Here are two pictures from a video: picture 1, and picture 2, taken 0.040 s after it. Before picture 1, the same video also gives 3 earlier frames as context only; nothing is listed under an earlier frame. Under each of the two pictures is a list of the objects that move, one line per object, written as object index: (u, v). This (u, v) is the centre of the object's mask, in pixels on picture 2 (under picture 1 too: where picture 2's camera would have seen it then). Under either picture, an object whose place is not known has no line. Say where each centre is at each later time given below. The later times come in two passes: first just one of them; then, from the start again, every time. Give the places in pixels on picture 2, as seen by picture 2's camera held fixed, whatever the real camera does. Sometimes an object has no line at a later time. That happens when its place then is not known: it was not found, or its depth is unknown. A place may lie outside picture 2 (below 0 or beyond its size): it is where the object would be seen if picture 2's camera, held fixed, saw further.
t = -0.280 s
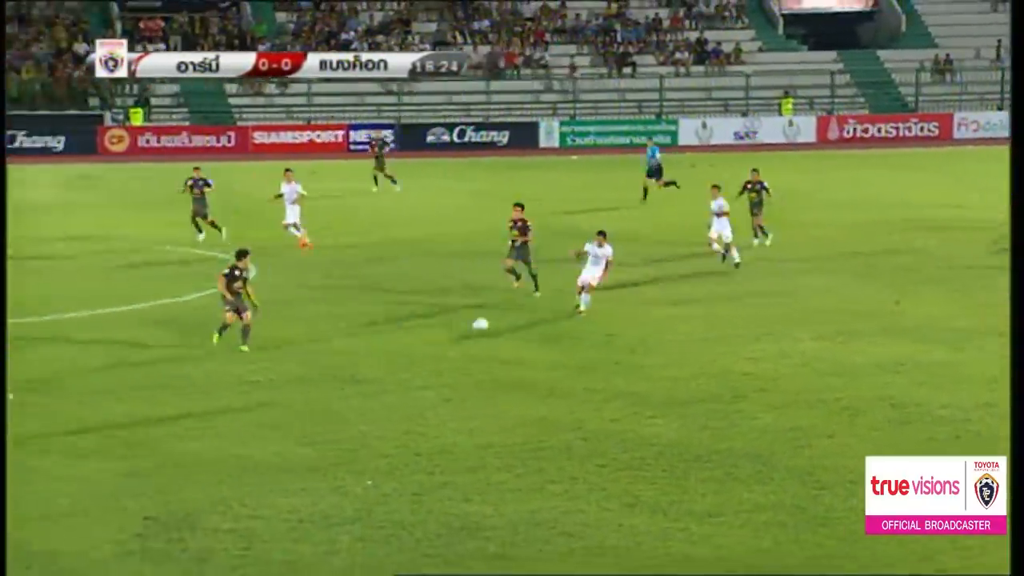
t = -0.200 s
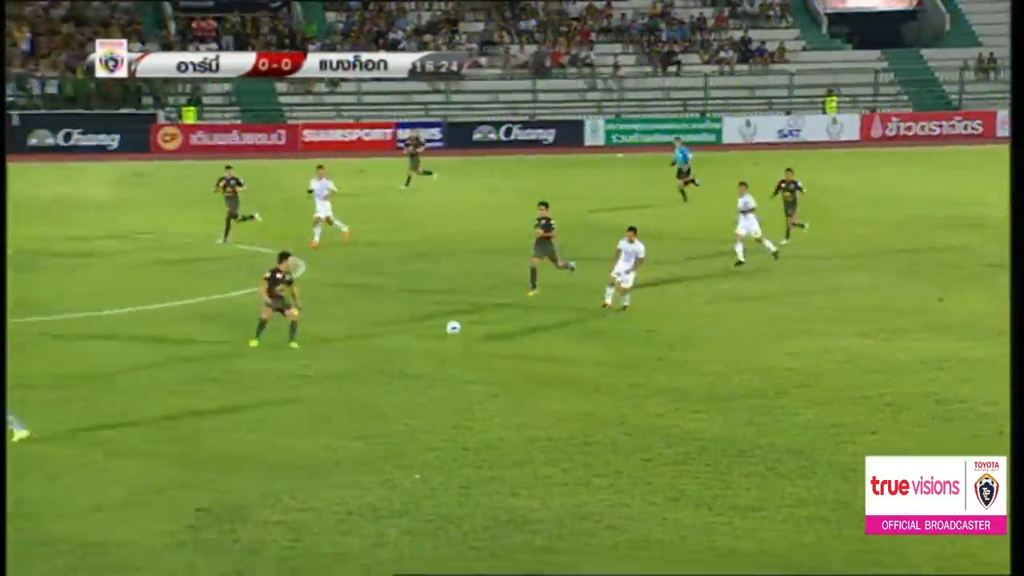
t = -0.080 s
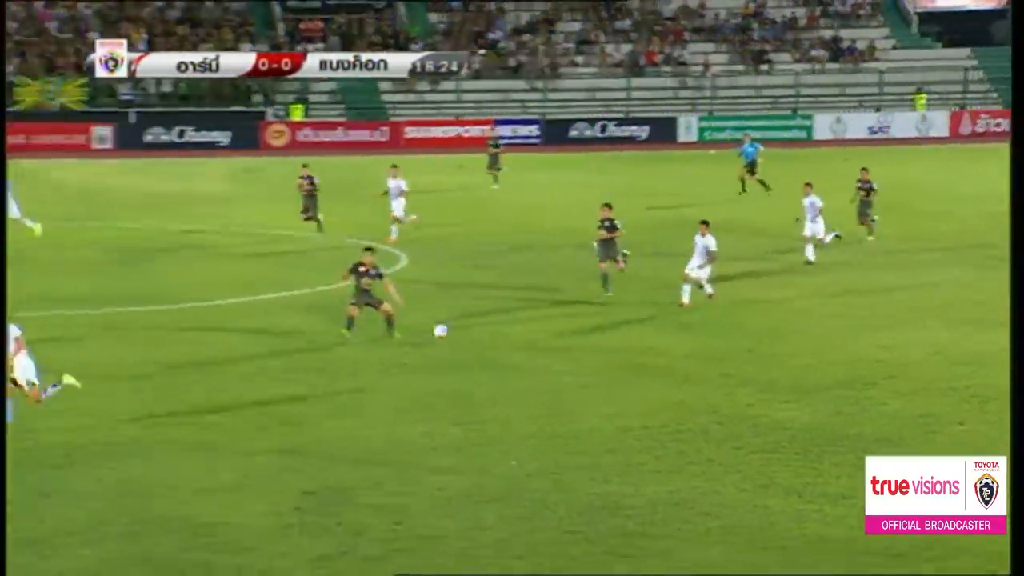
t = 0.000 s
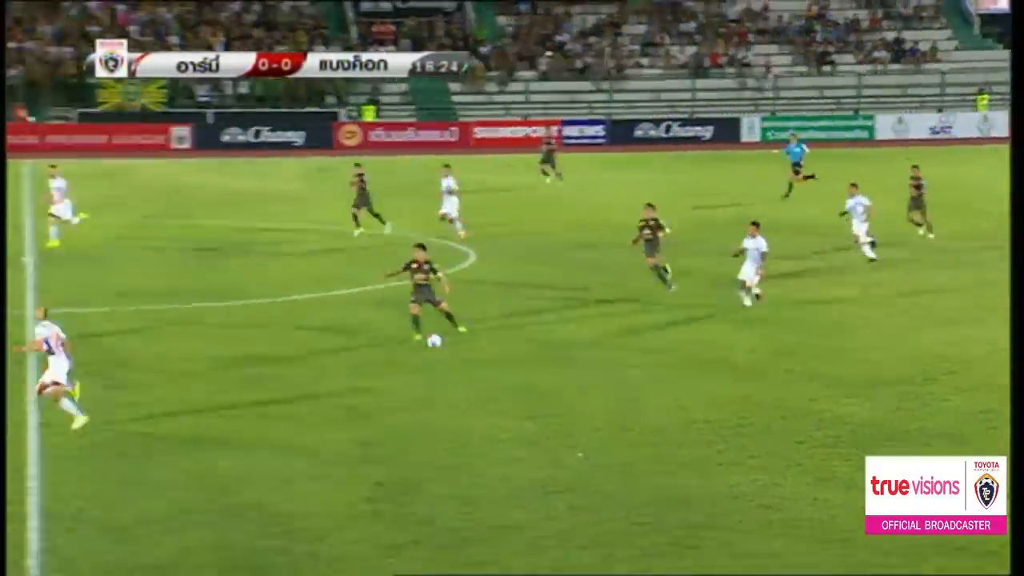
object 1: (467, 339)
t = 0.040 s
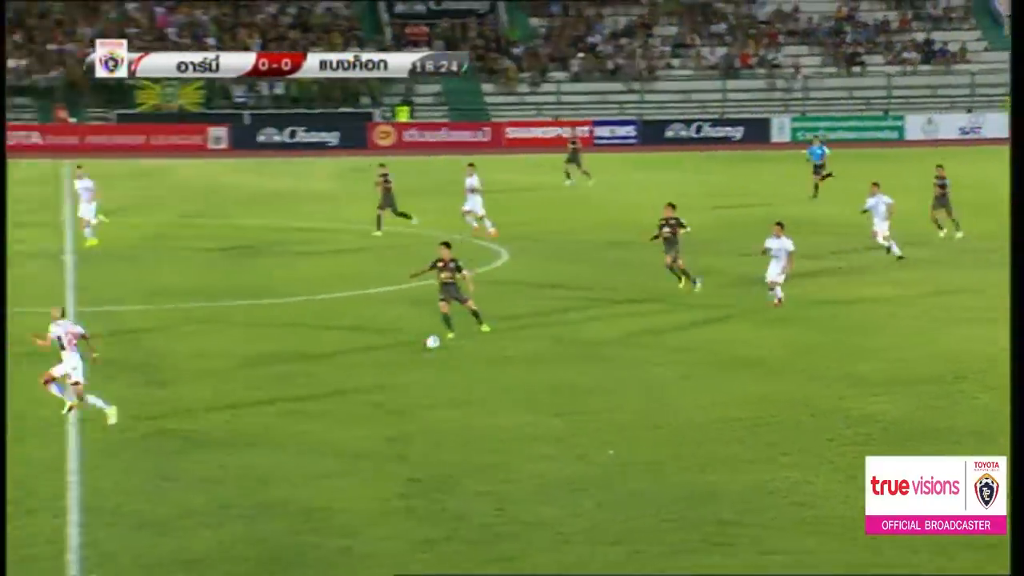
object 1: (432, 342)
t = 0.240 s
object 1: (269, 359)
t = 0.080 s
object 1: (399, 344)
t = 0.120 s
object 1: (366, 349)
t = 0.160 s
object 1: (331, 355)
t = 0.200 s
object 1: (300, 356)
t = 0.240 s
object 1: (269, 359)
